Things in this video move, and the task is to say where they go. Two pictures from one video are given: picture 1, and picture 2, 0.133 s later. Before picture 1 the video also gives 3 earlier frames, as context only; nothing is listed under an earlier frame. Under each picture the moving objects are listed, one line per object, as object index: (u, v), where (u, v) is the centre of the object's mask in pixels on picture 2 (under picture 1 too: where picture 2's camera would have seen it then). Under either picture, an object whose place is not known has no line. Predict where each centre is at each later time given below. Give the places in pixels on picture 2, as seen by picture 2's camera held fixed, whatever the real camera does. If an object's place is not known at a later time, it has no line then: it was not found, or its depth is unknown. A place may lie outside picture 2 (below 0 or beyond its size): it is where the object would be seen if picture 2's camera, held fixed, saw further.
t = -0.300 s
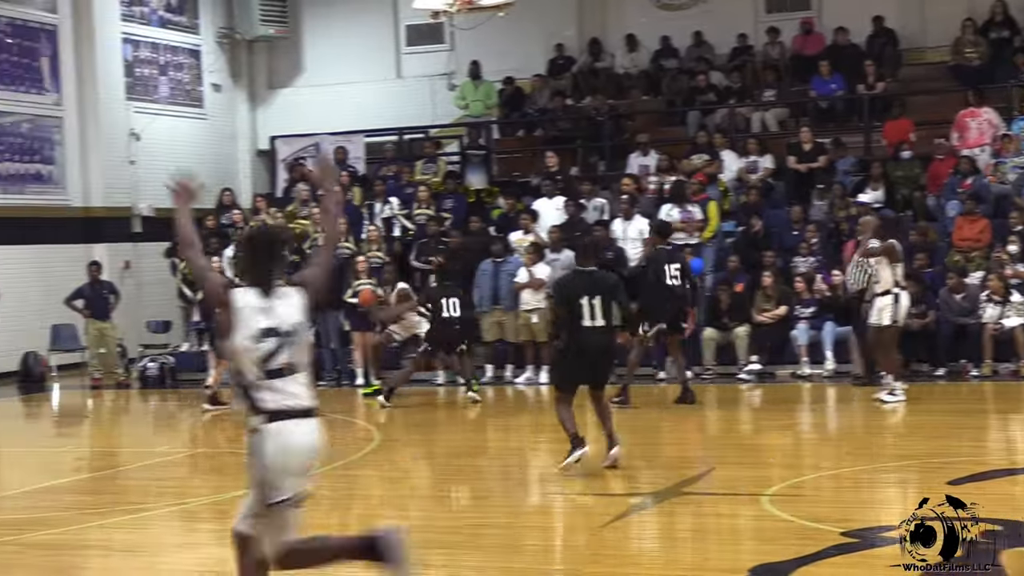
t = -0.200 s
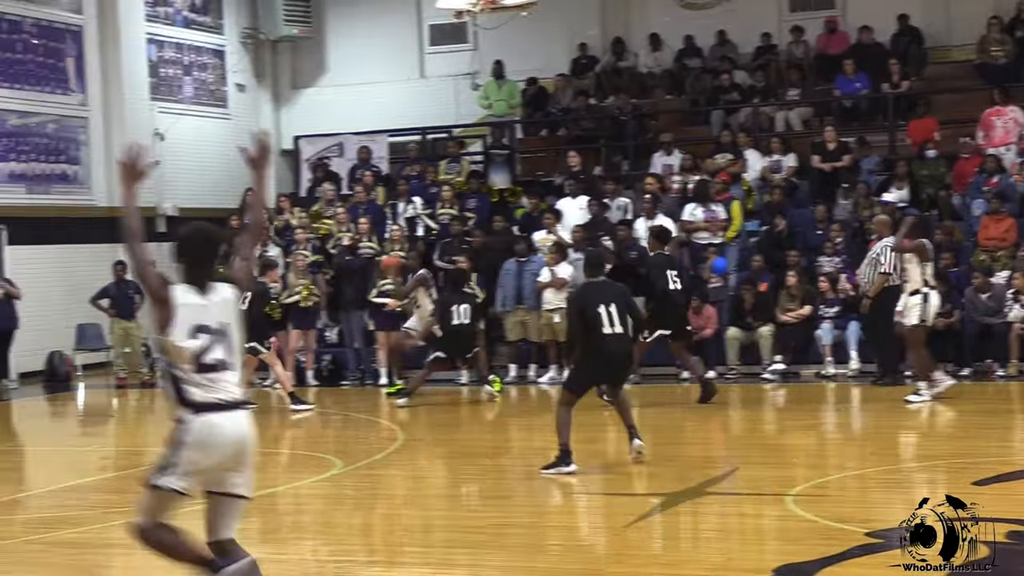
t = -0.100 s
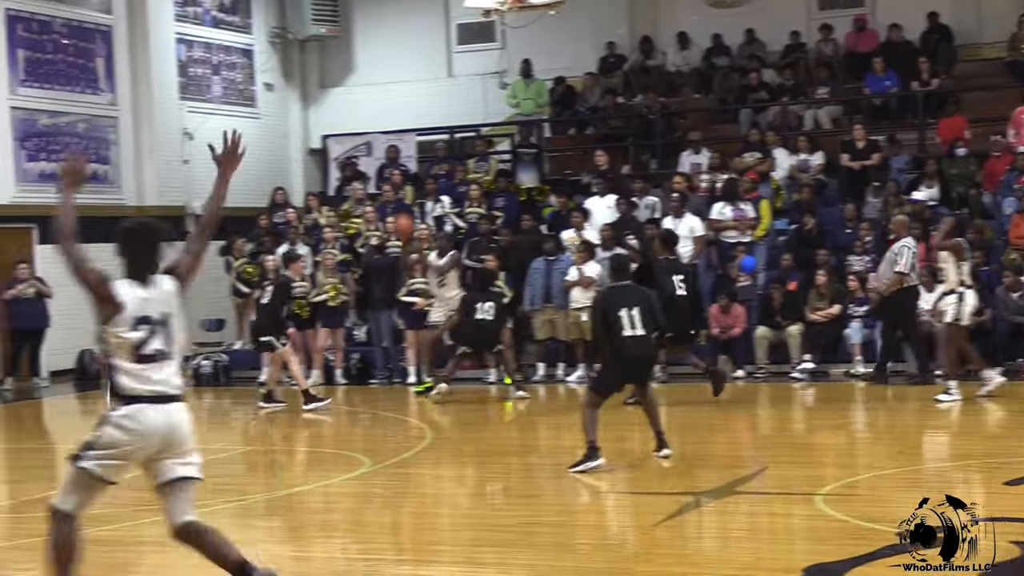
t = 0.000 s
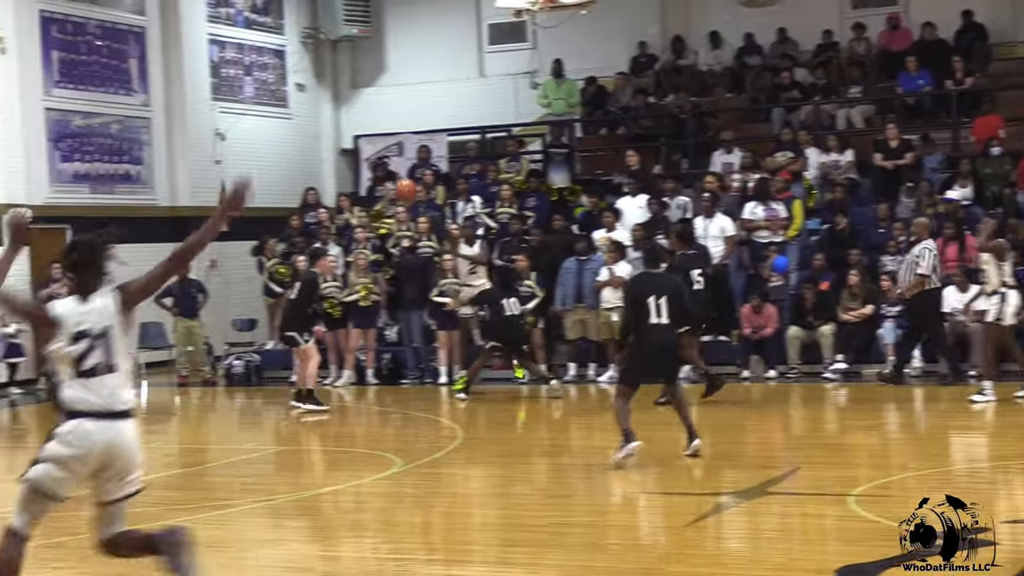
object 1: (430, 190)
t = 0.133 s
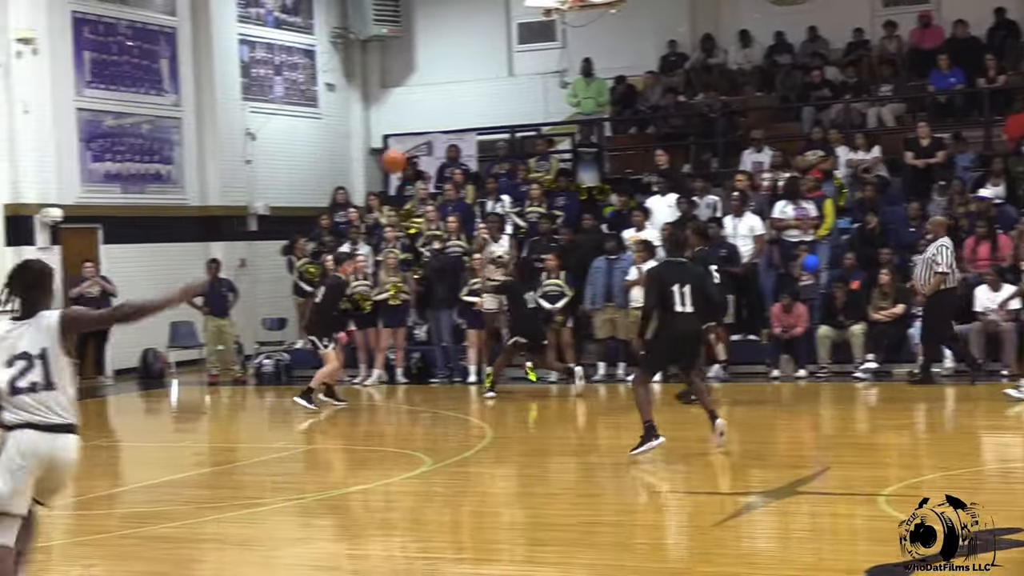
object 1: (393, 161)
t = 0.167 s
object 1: (381, 154)
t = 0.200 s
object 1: (367, 147)
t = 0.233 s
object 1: (360, 144)
